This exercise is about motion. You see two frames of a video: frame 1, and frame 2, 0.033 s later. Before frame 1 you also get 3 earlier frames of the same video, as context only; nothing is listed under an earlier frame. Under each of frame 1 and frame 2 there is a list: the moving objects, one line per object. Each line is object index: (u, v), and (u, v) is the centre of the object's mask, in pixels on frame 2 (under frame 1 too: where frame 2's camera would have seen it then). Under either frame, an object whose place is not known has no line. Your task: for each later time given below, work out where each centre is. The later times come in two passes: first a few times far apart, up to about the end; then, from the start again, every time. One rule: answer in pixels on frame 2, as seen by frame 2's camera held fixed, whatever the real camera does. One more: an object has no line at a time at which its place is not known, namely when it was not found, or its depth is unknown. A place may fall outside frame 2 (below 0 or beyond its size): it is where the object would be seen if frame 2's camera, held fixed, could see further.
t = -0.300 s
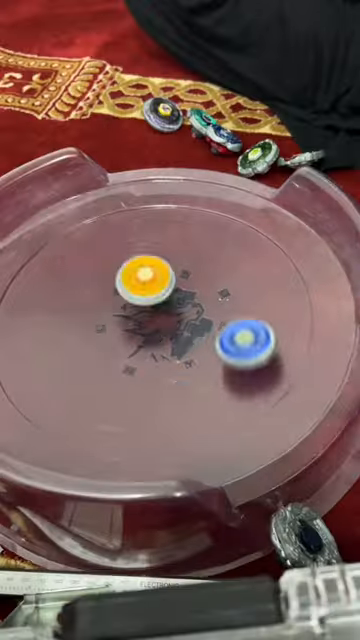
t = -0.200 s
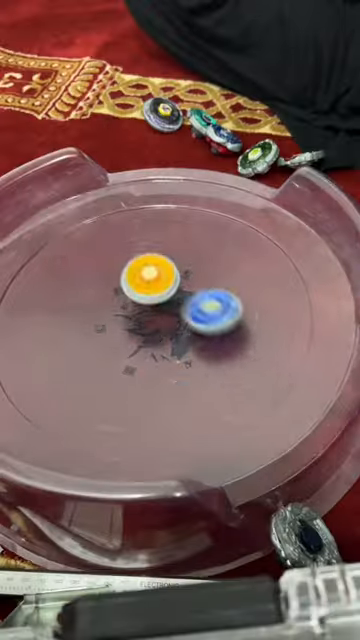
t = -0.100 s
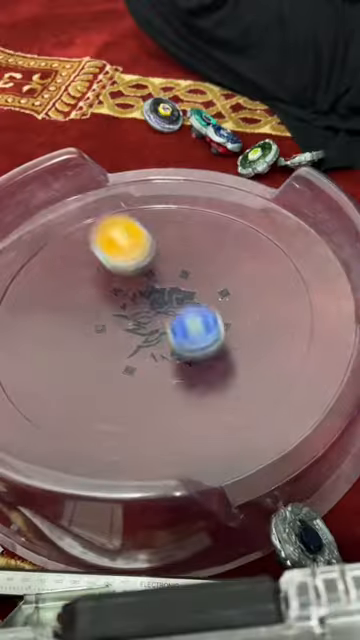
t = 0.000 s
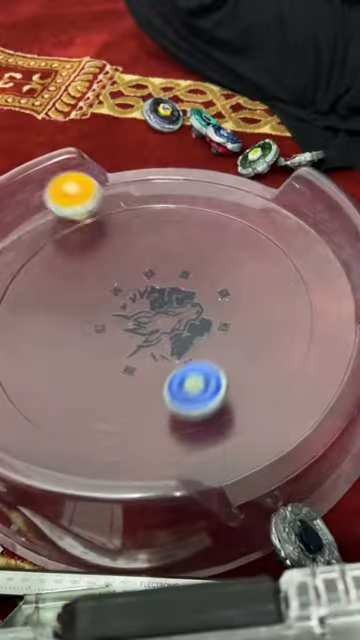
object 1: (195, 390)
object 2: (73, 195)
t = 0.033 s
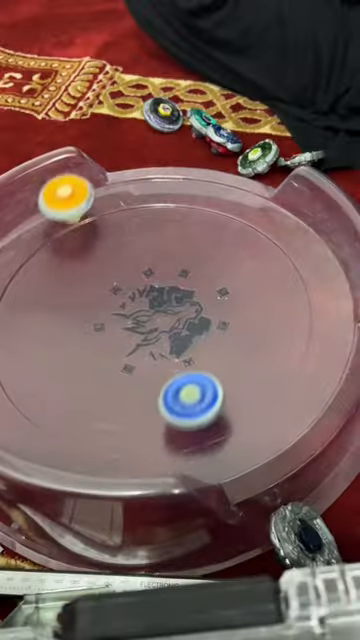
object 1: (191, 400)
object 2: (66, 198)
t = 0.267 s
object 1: (196, 420)
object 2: (68, 289)
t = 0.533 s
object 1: (194, 339)
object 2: (134, 345)
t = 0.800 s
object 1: (133, 296)
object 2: (103, 339)
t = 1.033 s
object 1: (55, 249)
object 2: (116, 413)
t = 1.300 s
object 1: (9, 312)
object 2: (173, 392)
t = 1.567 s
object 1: (55, 410)
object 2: (172, 329)
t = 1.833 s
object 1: (188, 310)
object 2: (116, 304)
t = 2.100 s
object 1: (76, 227)
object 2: (74, 301)
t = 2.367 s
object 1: (12, 318)
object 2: (83, 308)
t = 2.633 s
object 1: (164, 347)
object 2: (119, 293)
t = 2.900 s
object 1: (188, 215)
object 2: (135, 267)
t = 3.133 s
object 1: (79, 216)
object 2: (145, 263)
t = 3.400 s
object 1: (94, 337)
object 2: (162, 270)
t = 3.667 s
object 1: (261, 291)
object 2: (187, 271)
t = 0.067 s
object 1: (188, 411)
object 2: (62, 206)
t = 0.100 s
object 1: (186, 417)
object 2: (60, 217)
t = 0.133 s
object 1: (186, 421)
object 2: (58, 232)
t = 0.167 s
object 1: (187, 422)
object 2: (59, 245)
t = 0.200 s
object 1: (189, 423)
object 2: (60, 260)
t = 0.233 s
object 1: (192, 422)
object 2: (63, 275)
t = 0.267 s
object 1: (196, 420)
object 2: (68, 289)
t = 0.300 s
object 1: (200, 416)
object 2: (74, 303)
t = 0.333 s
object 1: (204, 411)
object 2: (82, 315)
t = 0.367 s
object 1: (207, 403)
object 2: (91, 325)
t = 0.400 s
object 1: (209, 392)
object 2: (102, 335)
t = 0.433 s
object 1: (207, 378)
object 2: (114, 342)
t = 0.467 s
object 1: (201, 364)
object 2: (126, 348)
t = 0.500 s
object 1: (194, 351)
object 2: (139, 351)
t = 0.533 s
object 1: (194, 339)
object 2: (134, 345)
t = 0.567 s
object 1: (197, 327)
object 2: (121, 343)
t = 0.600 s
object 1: (198, 317)
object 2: (112, 351)
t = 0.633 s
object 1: (195, 308)
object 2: (105, 356)
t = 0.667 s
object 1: (189, 301)
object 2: (100, 353)
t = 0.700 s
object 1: (179, 297)
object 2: (97, 351)
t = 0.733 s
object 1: (167, 294)
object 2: (97, 347)
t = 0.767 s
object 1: (151, 294)
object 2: (100, 343)
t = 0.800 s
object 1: (133, 296)
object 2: (103, 339)
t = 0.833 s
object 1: (114, 296)
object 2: (106, 338)
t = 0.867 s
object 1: (100, 282)
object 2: (103, 352)
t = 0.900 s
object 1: (90, 270)
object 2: (102, 372)
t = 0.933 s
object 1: (79, 260)
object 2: (102, 382)
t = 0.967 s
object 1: (70, 252)
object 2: (106, 398)
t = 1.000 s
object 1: (63, 249)
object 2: (110, 407)
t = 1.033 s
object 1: (55, 249)
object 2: (116, 413)
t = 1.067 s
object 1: (48, 252)
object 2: (123, 416)
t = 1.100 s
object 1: (39, 257)
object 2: (131, 417)
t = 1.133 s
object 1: (30, 264)
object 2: (139, 417)
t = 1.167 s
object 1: (24, 272)
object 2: (148, 414)
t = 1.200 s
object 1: (20, 281)
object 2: (155, 410)
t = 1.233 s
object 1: (16, 291)
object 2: (162, 405)
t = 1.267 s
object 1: (13, 301)
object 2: (168, 399)
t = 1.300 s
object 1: (9, 312)
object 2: (173, 392)
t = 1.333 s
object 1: (10, 327)
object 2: (178, 385)
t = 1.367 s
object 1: (13, 341)
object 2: (181, 376)
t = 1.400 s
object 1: (15, 354)
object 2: (183, 367)
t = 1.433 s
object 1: (19, 367)
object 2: (184, 358)
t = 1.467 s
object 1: (23, 380)
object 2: (183, 349)
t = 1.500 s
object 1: (27, 392)
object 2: (181, 341)
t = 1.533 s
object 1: (38, 403)
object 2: (177, 335)
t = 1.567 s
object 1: (55, 410)
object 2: (172, 329)
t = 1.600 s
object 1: (79, 413)
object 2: (167, 323)
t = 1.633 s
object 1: (103, 409)
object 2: (160, 319)
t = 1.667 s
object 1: (127, 401)
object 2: (153, 315)
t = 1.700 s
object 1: (149, 388)
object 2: (146, 312)
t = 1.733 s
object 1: (168, 369)
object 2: (138, 310)
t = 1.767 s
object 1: (180, 351)
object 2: (131, 308)
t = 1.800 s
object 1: (187, 330)
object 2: (123, 306)
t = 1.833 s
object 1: (188, 310)
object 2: (116, 304)
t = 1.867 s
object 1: (185, 292)
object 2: (109, 303)
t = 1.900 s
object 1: (178, 275)
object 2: (103, 301)
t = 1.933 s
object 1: (167, 261)
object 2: (96, 301)
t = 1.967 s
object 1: (152, 249)
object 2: (91, 300)
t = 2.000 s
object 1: (135, 240)
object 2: (85, 300)
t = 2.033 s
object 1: (117, 233)
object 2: (81, 300)
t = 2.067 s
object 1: (96, 229)
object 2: (77, 301)
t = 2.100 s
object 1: (76, 227)
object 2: (74, 301)
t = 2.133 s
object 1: (56, 226)
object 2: (71, 302)
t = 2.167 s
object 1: (42, 236)
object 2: (70, 303)
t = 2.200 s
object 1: (29, 248)
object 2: (69, 305)
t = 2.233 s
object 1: (21, 260)
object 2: (70, 306)
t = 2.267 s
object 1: (17, 273)
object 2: (72, 307)
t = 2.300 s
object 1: (14, 287)
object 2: (75, 307)
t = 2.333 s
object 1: (12, 302)
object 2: (78, 308)
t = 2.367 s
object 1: (12, 318)
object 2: (83, 308)
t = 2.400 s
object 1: (15, 333)
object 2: (88, 308)
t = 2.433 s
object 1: (22, 346)
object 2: (93, 307)
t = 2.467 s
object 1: (37, 356)
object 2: (98, 306)
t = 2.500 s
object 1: (60, 364)
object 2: (103, 304)
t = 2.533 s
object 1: (87, 367)
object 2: (107, 302)
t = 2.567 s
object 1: (114, 365)
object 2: (112, 299)
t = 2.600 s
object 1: (140, 358)
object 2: (116, 296)
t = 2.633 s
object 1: (164, 347)
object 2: (119, 293)
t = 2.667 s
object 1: (184, 332)
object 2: (123, 290)
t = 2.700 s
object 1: (199, 315)
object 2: (125, 286)
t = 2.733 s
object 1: (208, 297)
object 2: (128, 283)
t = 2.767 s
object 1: (213, 278)
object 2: (130, 279)
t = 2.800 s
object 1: (212, 260)
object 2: (132, 276)
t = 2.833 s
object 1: (208, 244)
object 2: (133, 273)
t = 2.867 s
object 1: (199, 228)
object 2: (134, 270)
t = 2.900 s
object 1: (188, 215)
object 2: (135, 267)
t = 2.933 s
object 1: (177, 203)
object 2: (136, 264)
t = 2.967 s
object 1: (161, 197)
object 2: (137, 263)
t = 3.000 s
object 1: (143, 201)
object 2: (139, 261)
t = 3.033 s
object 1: (126, 203)
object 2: (140, 261)
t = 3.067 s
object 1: (110, 206)
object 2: (142, 261)
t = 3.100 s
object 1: (94, 210)
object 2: (143, 262)
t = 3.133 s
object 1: (79, 216)
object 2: (145, 263)
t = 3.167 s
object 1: (65, 226)
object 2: (146, 265)
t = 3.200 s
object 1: (55, 239)
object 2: (148, 266)
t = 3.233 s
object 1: (49, 255)
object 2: (150, 267)
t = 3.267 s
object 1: (48, 272)
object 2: (152, 268)
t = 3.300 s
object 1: (52, 290)
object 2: (154, 269)
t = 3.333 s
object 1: (61, 308)
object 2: (157, 270)
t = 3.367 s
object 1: (75, 324)
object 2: (159, 270)
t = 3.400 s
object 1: (94, 337)
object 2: (162, 270)
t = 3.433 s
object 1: (116, 346)
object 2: (166, 269)
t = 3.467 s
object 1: (143, 351)
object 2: (169, 269)
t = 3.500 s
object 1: (168, 350)
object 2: (172, 269)
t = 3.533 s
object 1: (193, 346)
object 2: (176, 269)
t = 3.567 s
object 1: (215, 336)
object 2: (179, 269)
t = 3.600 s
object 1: (234, 323)
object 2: (181, 270)
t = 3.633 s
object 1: (249, 308)
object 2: (184, 270)
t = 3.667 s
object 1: (261, 291)
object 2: (187, 271)
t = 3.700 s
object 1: (268, 274)
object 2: (189, 273)
